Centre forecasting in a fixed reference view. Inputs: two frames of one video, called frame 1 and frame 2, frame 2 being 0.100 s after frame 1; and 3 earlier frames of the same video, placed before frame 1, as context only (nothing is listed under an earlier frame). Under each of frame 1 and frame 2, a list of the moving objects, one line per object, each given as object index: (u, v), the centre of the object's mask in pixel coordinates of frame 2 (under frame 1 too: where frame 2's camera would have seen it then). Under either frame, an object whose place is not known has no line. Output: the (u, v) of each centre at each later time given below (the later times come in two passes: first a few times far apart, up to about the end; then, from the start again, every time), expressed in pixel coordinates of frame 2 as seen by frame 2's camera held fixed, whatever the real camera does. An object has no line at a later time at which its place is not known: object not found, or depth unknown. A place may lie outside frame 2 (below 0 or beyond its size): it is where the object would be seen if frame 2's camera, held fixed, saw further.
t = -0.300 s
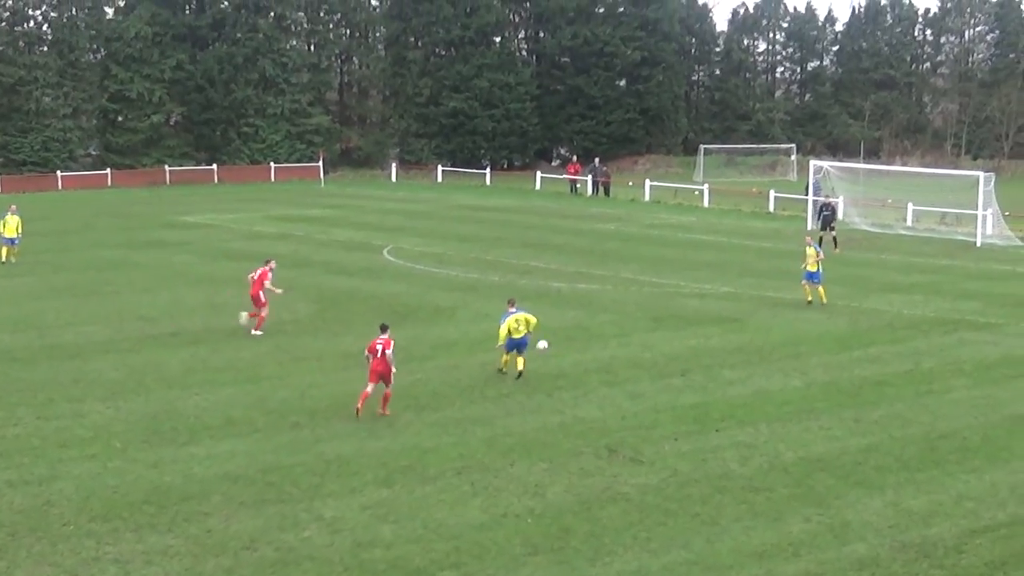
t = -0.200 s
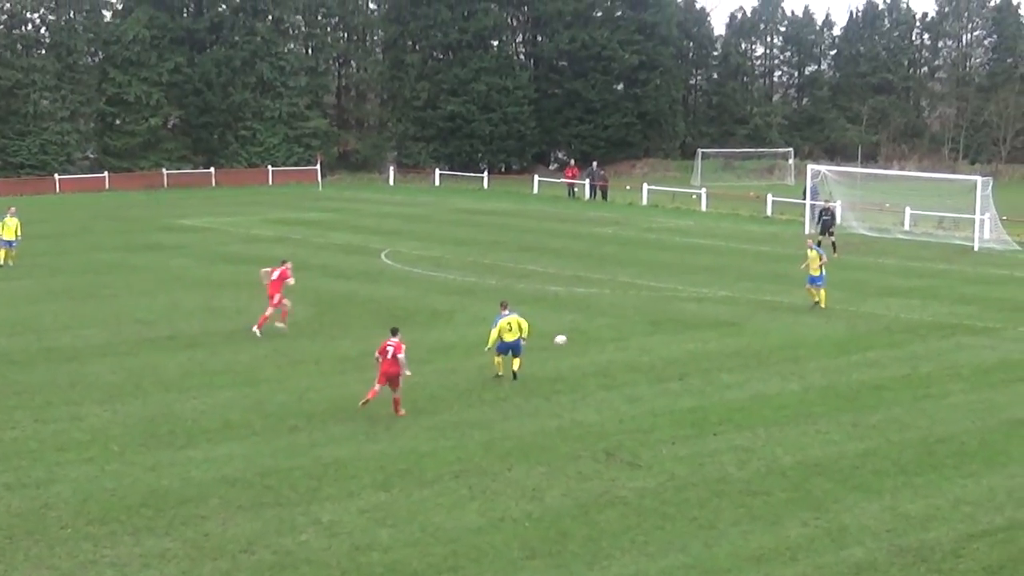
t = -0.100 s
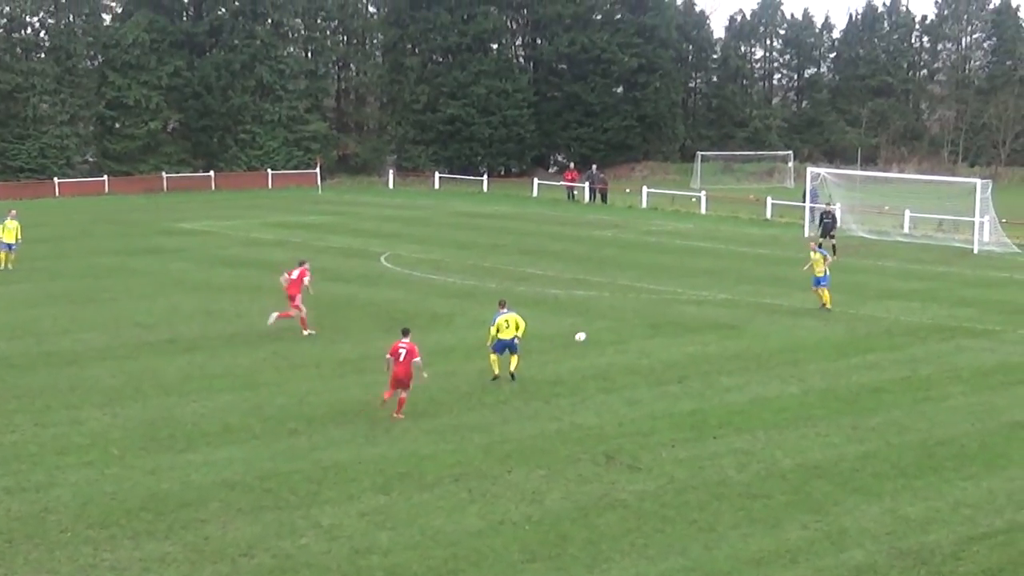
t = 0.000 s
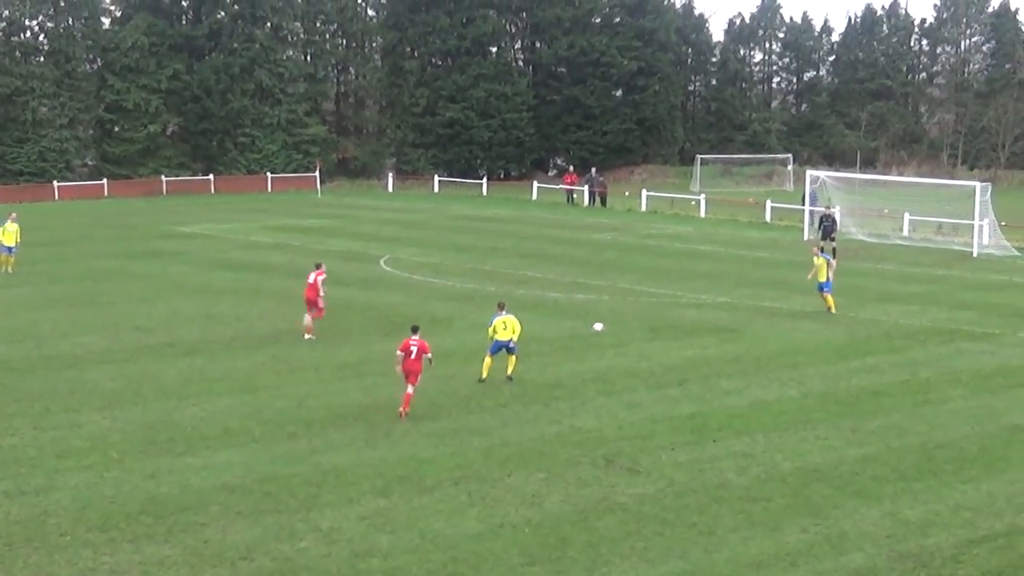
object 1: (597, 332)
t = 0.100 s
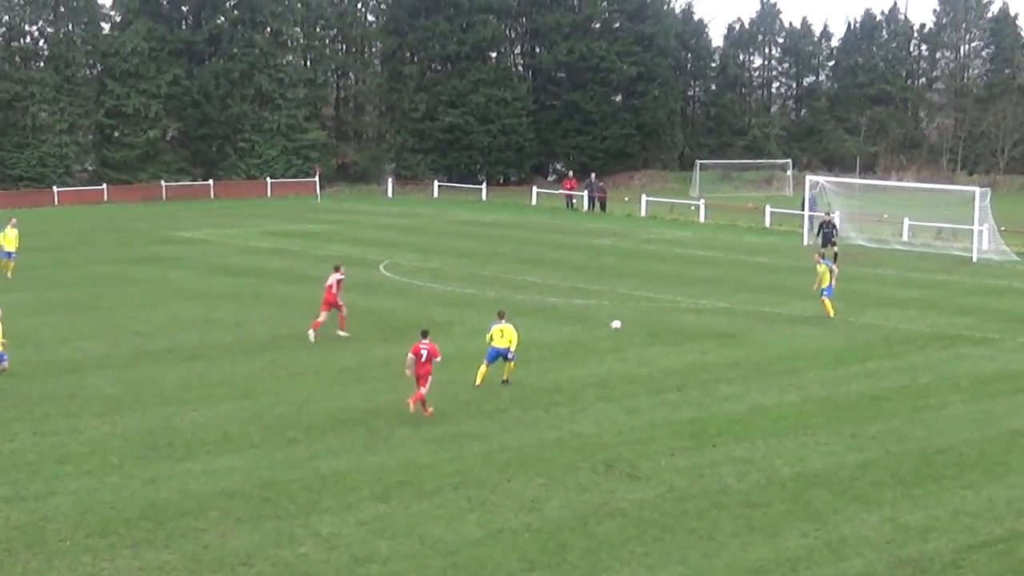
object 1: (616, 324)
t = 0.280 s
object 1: (646, 314)
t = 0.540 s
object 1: (686, 302)
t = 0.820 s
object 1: (721, 292)
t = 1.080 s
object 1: (746, 284)
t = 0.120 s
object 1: (619, 323)
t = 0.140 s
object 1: (623, 322)
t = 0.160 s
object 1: (626, 322)
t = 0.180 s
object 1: (629, 322)
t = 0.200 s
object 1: (633, 322)
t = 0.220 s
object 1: (636, 321)
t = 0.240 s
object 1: (640, 318)
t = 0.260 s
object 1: (643, 316)
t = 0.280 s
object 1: (646, 314)
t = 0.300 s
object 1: (649, 312)
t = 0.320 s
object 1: (652, 310)
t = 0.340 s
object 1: (656, 309)
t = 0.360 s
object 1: (659, 307)
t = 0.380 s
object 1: (662, 306)
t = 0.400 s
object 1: (665, 304)
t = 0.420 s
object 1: (668, 304)
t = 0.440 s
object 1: (671, 303)
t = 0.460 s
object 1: (674, 303)
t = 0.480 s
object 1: (677, 302)
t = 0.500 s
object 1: (680, 302)
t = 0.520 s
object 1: (683, 302)
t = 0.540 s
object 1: (686, 302)
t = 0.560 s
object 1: (689, 303)
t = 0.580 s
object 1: (692, 303)
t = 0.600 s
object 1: (694, 301)
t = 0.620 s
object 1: (697, 299)
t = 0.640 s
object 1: (699, 298)
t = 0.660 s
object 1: (702, 297)
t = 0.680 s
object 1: (704, 296)
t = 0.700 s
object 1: (707, 295)
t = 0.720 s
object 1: (709, 295)
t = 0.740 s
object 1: (712, 294)
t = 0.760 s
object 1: (714, 294)
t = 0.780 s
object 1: (717, 294)
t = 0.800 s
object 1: (719, 294)
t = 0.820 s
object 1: (721, 292)
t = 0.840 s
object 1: (723, 292)
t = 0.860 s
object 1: (725, 290)
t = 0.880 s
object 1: (727, 290)
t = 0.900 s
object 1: (729, 288)
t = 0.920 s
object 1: (731, 288)
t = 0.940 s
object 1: (734, 287)
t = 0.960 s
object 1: (735, 288)
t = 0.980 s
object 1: (737, 287)
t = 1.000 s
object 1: (739, 287)
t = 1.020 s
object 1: (741, 287)
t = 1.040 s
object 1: (743, 286)
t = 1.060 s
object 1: (745, 285)
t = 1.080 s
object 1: (746, 284)
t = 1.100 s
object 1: (748, 283)
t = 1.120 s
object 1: (750, 283)
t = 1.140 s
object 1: (752, 282)
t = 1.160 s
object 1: (754, 282)
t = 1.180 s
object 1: (755, 281)
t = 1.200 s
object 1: (757, 281)
